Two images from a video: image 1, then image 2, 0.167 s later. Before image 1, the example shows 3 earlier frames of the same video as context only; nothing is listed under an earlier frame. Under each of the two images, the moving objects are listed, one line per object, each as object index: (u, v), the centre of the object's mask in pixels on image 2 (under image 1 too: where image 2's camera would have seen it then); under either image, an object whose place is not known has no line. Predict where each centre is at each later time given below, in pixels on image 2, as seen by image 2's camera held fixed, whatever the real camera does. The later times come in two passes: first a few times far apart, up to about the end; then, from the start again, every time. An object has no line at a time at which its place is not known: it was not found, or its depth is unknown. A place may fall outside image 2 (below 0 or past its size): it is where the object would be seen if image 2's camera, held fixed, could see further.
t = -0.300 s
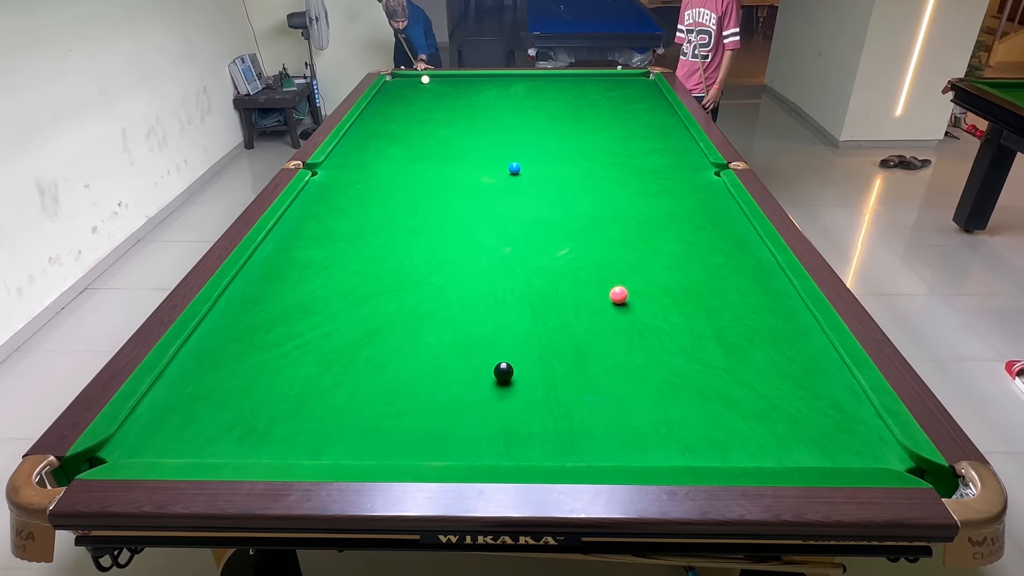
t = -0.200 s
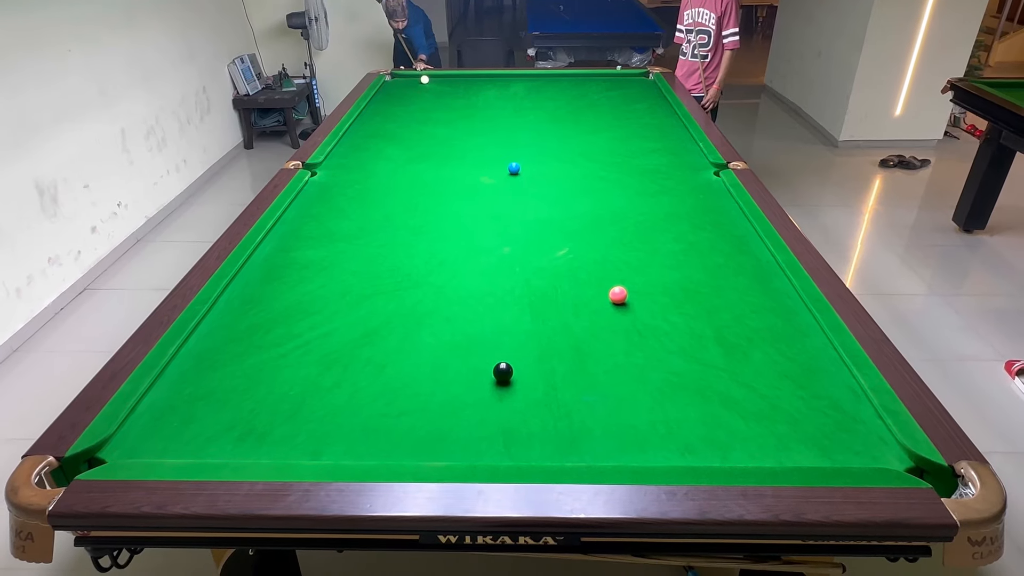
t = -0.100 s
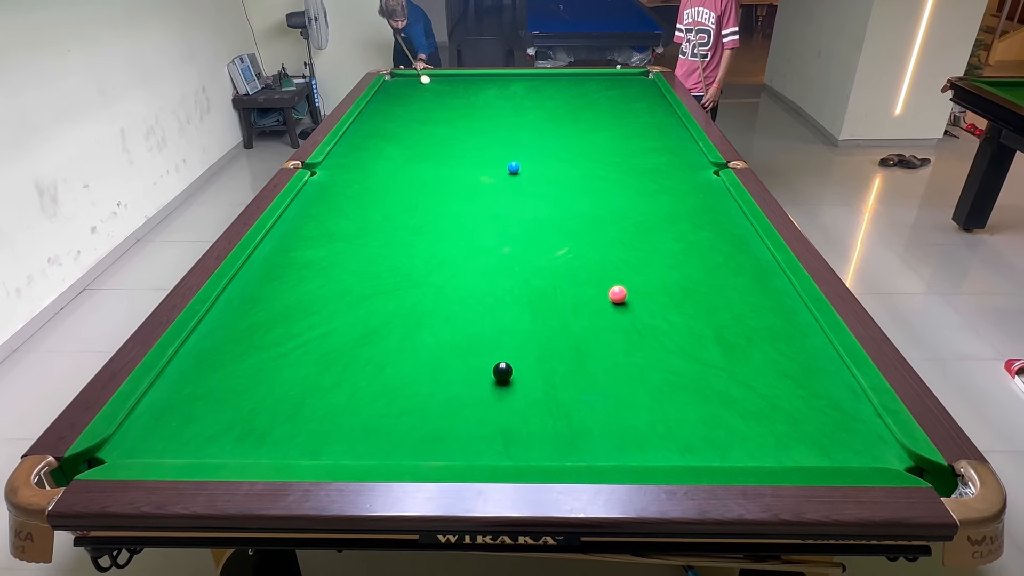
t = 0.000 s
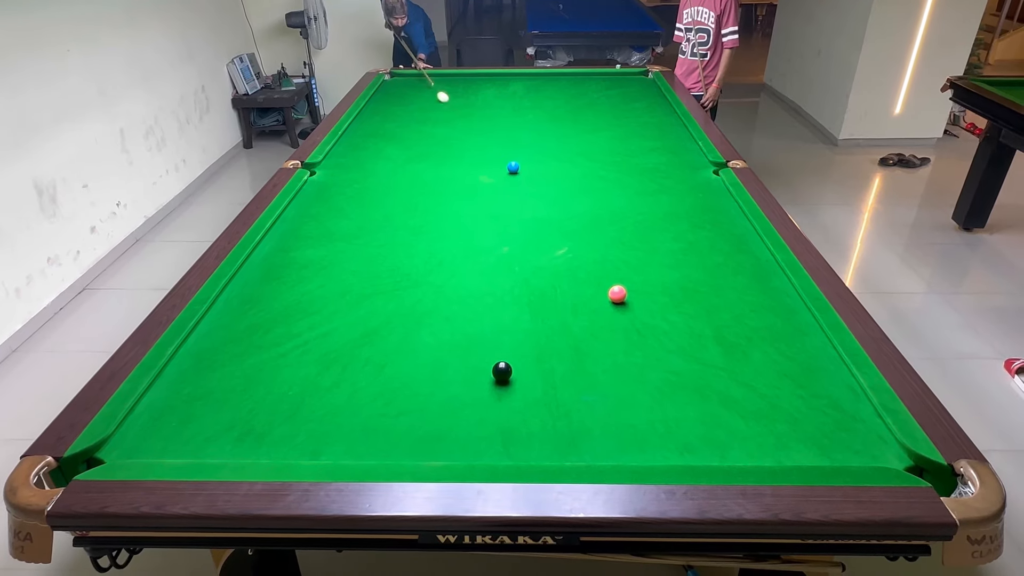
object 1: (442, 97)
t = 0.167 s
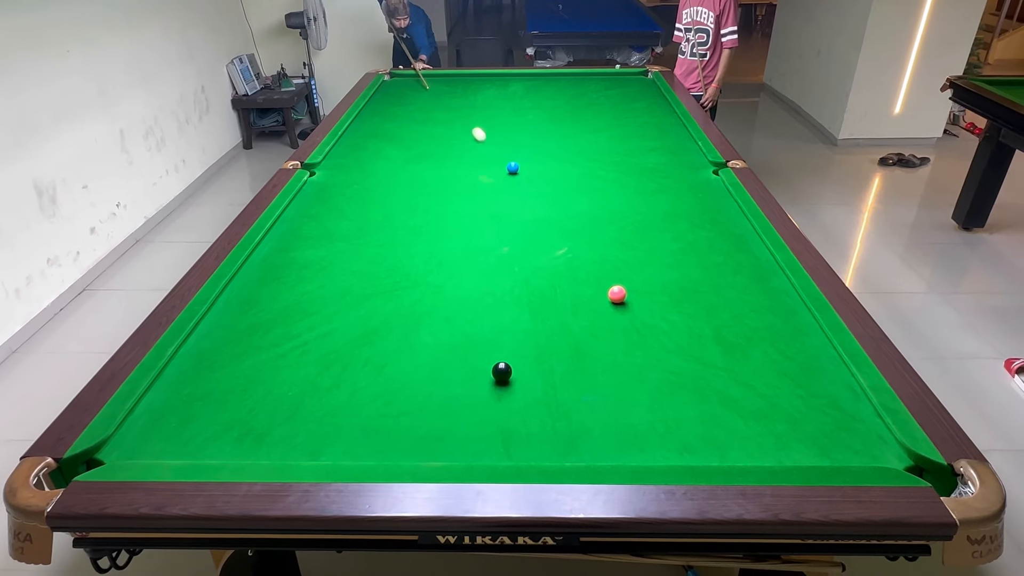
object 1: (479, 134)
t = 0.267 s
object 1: (504, 160)
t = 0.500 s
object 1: (496, 168)
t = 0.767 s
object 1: (484, 174)
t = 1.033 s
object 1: (472, 178)
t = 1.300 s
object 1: (462, 183)
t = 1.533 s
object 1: (453, 186)
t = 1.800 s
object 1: (445, 189)
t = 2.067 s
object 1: (437, 192)
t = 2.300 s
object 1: (432, 194)
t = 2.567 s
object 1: (427, 195)
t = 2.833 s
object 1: (425, 196)
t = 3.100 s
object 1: (424, 196)
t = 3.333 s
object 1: (424, 196)
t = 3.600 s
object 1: (424, 196)
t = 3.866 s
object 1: (424, 196)
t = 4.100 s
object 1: (424, 196)
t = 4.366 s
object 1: (424, 196)
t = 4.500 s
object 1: (424, 196)
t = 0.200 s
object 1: (487, 143)
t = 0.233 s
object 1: (496, 151)
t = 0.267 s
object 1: (504, 160)
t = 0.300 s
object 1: (506, 164)
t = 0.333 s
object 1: (504, 165)
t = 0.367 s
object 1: (503, 166)
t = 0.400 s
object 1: (501, 166)
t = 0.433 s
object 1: (499, 167)
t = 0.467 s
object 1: (498, 168)
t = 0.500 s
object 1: (496, 168)
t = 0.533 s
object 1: (495, 169)
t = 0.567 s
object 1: (493, 170)
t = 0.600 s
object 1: (491, 170)
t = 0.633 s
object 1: (490, 171)
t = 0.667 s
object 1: (488, 172)
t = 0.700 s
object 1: (487, 173)
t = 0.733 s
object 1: (485, 173)
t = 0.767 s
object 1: (484, 174)
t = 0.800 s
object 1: (482, 174)
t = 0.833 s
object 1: (481, 175)
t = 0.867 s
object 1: (479, 176)
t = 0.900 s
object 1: (478, 176)
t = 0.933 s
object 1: (477, 177)
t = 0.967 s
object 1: (475, 177)
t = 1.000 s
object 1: (474, 178)
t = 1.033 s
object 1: (472, 178)
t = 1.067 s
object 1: (471, 179)
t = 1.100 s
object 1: (469, 180)
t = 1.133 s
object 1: (468, 180)
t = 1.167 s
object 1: (467, 181)
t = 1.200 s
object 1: (465, 181)
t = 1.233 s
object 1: (464, 182)
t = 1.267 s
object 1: (463, 182)
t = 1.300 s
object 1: (462, 183)
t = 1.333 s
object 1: (460, 183)
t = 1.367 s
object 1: (459, 184)
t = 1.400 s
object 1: (458, 184)
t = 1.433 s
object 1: (457, 185)
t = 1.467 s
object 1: (455, 185)
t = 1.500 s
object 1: (454, 186)
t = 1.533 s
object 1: (453, 186)
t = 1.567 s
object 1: (452, 187)
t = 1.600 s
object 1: (451, 187)
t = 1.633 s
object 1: (450, 188)
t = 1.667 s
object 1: (449, 188)
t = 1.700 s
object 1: (448, 188)
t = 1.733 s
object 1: (447, 189)
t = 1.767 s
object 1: (446, 189)
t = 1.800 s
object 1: (445, 189)
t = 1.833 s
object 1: (444, 190)
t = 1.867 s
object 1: (443, 190)
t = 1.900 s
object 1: (442, 191)
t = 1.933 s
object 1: (441, 191)
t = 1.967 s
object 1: (440, 191)
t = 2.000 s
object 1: (439, 192)
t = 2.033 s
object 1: (438, 192)
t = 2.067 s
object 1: (437, 192)
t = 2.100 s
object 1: (436, 192)
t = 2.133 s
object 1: (436, 193)
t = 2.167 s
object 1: (435, 193)
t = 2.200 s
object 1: (434, 193)
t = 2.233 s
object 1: (433, 194)
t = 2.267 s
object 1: (433, 194)
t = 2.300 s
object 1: (432, 194)
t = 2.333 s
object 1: (431, 194)
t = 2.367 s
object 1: (431, 194)
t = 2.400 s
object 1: (430, 195)
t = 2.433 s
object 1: (429, 195)
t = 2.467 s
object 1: (429, 195)
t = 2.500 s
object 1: (428, 195)
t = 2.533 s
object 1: (428, 195)
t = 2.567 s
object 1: (427, 195)
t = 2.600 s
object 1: (427, 196)
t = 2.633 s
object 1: (426, 196)
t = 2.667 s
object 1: (426, 196)
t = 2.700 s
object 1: (426, 196)
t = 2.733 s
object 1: (425, 196)
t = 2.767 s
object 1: (425, 196)
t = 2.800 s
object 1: (425, 196)
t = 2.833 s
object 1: (425, 196)
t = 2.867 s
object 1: (425, 196)
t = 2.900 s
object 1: (425, 196)
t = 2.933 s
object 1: (424, 196)
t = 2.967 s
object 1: (424, 196)
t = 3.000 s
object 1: (424, 196)
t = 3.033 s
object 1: (424, 196)
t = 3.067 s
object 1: (424, 196)
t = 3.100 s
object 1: (424, 196)
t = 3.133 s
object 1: (424, 196)
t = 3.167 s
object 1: (424, 196)
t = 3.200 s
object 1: (424, 196)
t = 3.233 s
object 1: (424, 196)
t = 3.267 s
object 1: (424, 196)
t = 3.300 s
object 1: (424, 196)
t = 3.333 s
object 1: (424, 196)
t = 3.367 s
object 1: (424, 196)
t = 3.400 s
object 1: (424, 196)
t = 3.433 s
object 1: (424, 196)
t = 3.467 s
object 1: (424, 196)
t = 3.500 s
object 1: (424, 196)
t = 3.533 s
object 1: (424, 196)
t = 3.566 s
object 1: (424, 196)
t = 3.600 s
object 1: (424, 196)
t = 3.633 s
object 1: (424, 196)
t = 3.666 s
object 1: (424, 196)
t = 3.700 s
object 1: (424, 196)
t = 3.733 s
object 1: (424, 196)
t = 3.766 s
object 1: (424, 196)
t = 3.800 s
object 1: (424, 196)
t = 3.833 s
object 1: (424, 196)
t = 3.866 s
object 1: (424, 196)
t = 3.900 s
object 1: (424, 196)
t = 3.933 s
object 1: (424, 196)
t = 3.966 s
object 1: (424, 196)
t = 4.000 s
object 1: (424, 196)
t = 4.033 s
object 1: (424, 196)
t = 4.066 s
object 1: (424, 196)
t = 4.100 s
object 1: (424, 196)
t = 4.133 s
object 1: (424, 196)
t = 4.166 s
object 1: (424, 196)
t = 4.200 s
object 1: (424, 196)
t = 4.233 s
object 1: (424, 196)
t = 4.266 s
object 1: (424, 196)
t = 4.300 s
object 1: (424, 196)
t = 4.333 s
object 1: (424, 196)
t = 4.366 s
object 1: (424, 196)
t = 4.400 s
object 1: (424, 196)
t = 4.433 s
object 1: (424, 196)
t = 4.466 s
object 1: (424, 196)
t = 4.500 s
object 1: (424, 196)
